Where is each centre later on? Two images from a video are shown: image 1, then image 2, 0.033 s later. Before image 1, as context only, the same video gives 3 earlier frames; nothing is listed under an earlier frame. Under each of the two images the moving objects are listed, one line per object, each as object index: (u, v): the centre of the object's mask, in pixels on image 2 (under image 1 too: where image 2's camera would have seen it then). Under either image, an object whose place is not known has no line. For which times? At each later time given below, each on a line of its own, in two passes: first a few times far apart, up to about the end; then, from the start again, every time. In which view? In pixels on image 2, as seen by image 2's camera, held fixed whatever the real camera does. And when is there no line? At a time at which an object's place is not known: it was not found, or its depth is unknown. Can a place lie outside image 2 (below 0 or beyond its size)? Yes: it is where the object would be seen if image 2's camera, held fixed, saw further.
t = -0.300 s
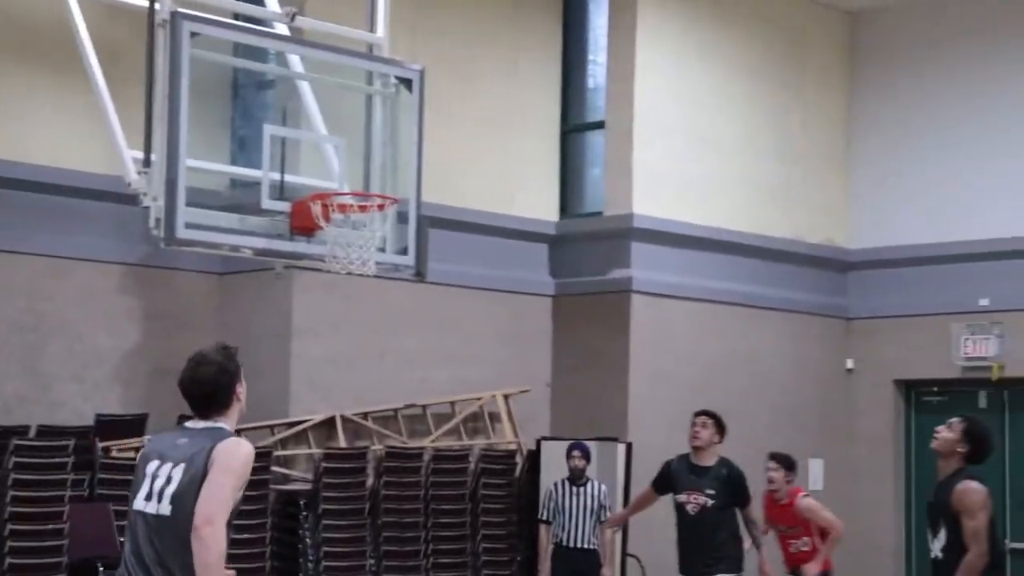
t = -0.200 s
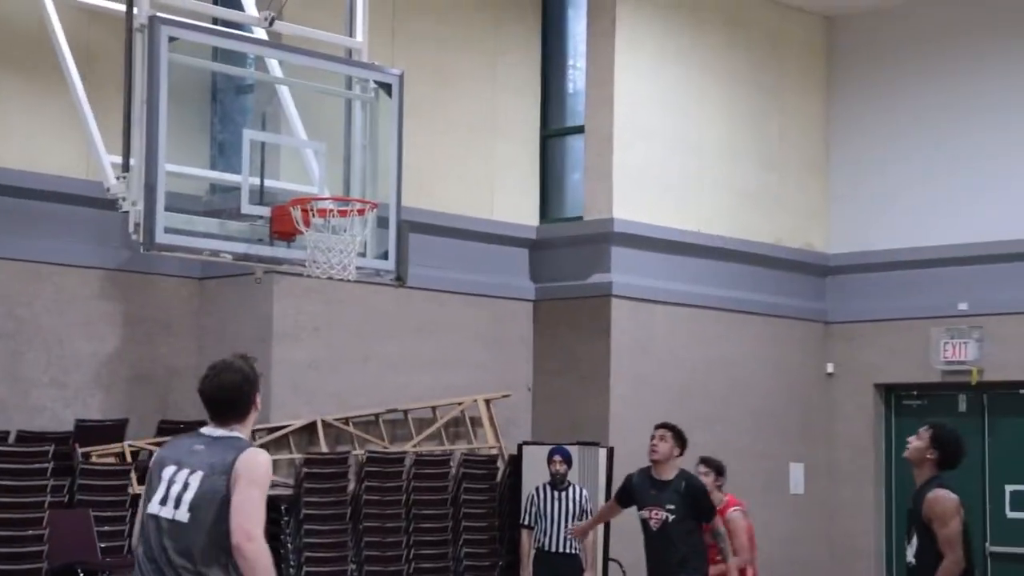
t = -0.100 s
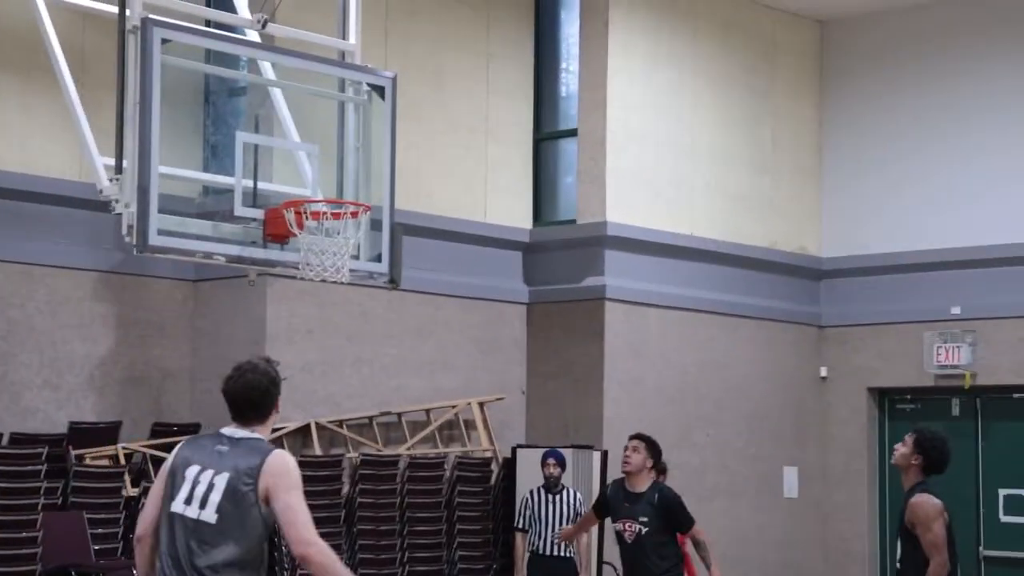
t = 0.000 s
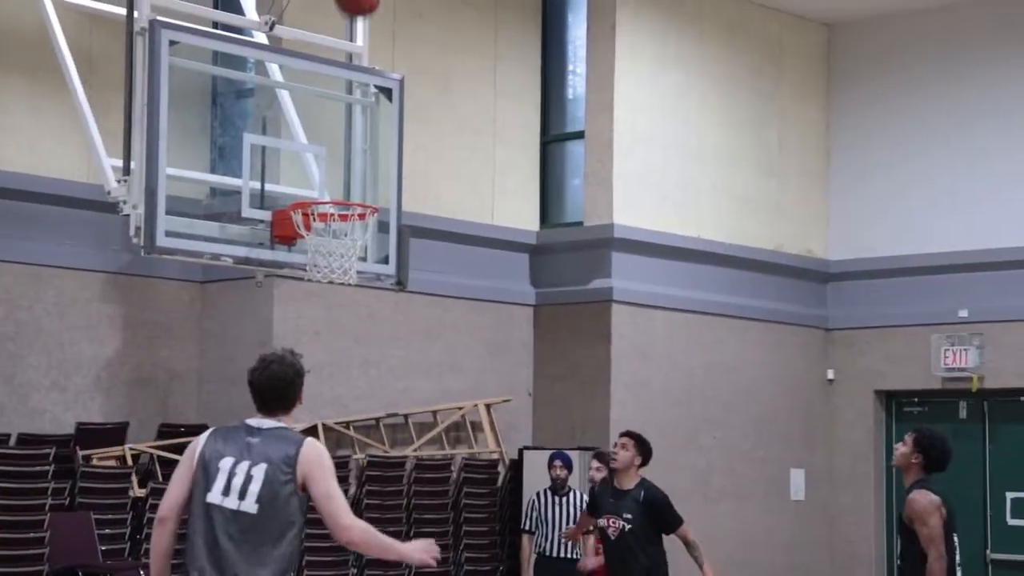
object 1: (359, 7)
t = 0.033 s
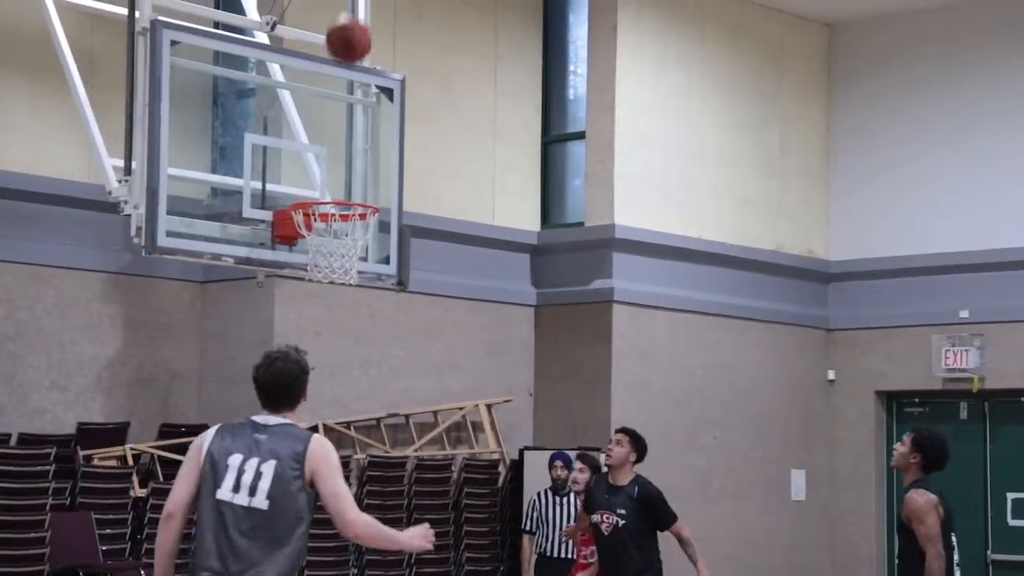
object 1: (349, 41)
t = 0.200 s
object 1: (342, 245)
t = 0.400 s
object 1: (390, 256)
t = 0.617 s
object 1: (422, 327)
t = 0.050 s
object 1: (344, 64)
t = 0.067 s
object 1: (338, 87)
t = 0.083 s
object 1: (333, 110)
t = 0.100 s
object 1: (329, 133)
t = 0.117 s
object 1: (324, 156)
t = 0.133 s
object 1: (320, 179)
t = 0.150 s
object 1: (314, 193)
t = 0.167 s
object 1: (320, 222)
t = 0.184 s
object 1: (329, 232)
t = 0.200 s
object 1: (342, 245)
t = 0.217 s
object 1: (352, 255)
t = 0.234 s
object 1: (360, 257)
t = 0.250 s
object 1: (363, 261)
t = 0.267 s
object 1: (366, 261)
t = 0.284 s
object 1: (369, 260)
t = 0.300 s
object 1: (373, 259)
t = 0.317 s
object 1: (376, 257)
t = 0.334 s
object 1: (380, 256)
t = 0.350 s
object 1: (382, 254)
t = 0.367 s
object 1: (385, 254)
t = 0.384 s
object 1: (388, 254)
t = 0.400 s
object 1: (390, 256)
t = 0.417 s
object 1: (392, 259)
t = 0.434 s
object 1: (395, 262)
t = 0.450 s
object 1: (397, 265)
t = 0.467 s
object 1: (399, 269)
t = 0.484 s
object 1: (402, 273)
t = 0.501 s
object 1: (405, 278)
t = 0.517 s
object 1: (407, 283)
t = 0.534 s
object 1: (410, 289)
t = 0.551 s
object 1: (412, 296)
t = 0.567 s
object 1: (414, 302)
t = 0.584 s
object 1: (417, 310)
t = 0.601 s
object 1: (419, 319)
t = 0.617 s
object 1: (422, 327)
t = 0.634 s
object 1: (424, 337)
